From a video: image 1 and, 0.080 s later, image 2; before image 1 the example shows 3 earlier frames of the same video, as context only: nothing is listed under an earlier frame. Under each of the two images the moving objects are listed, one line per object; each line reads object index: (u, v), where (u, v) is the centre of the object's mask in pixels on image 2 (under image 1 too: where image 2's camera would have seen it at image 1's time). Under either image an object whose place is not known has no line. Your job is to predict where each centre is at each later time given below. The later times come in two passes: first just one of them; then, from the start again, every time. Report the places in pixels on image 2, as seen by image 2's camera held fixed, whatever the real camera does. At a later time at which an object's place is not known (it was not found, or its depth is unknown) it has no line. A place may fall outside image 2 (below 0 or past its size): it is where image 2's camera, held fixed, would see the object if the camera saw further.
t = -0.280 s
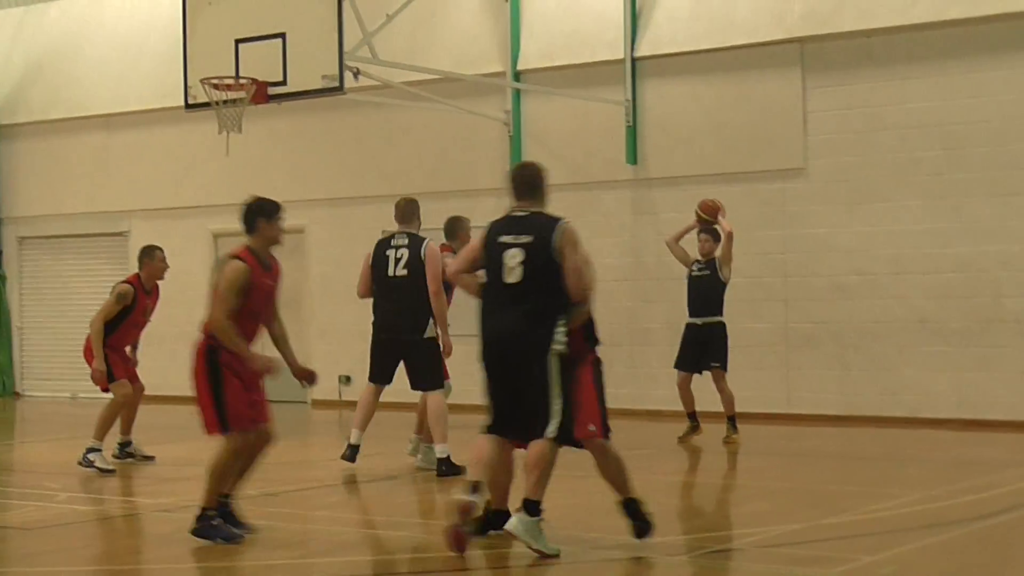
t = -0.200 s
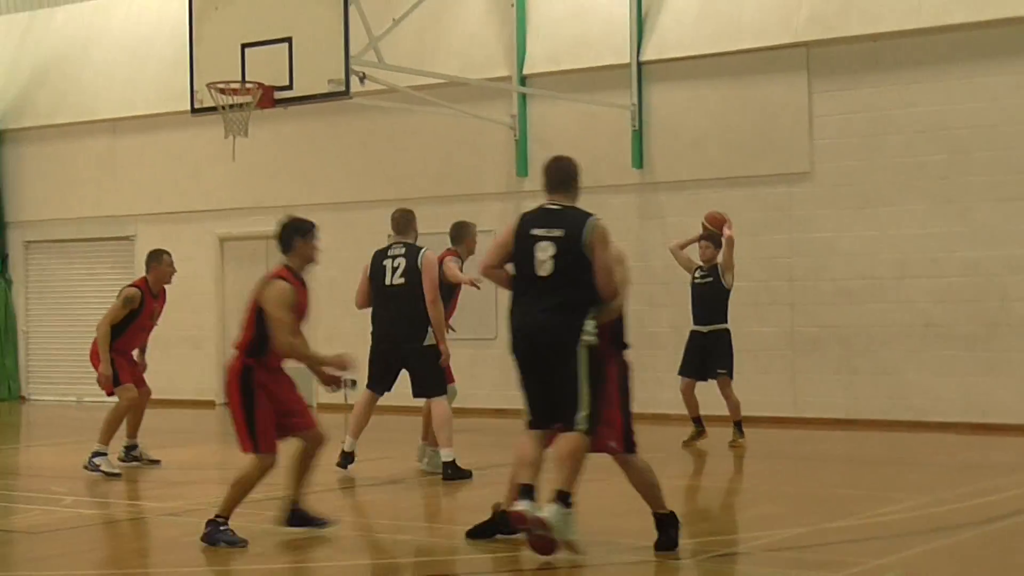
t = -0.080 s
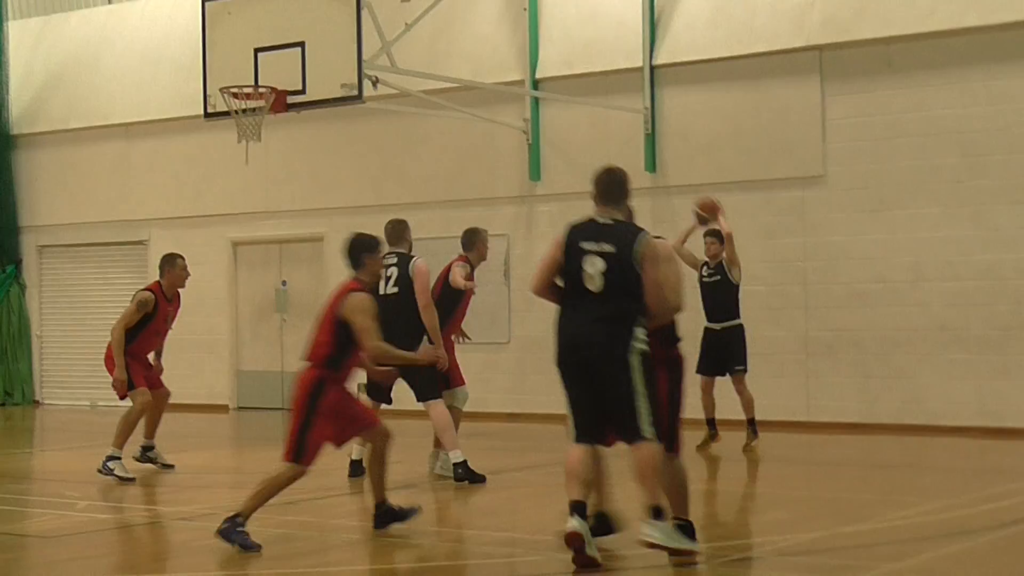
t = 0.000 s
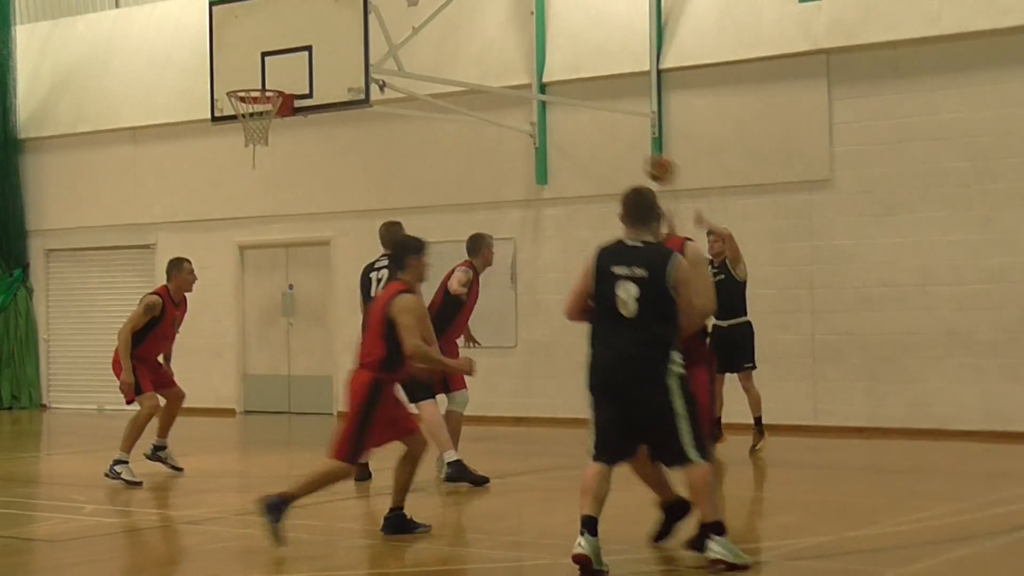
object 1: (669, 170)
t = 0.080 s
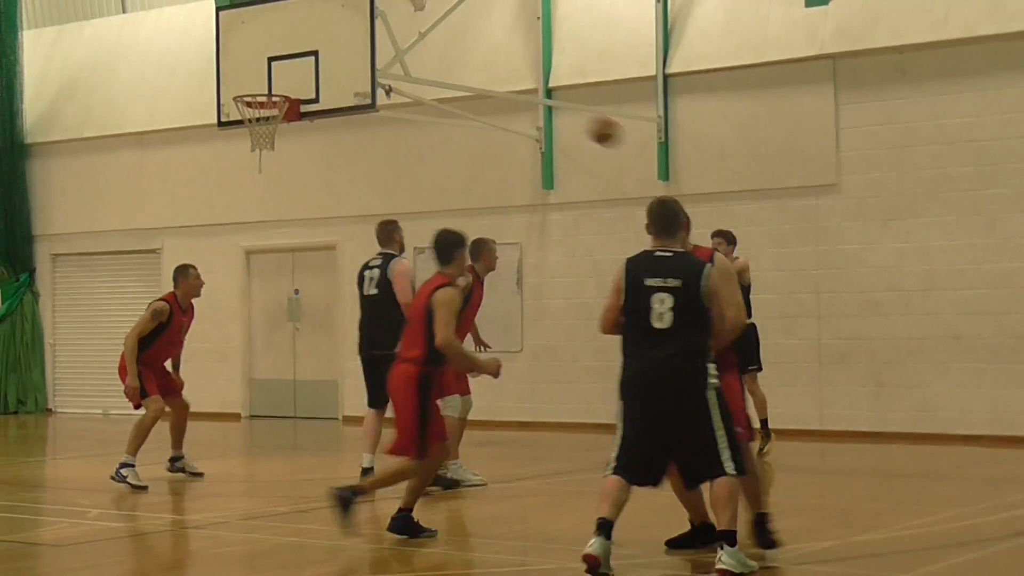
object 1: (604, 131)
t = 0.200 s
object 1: (503, 75)
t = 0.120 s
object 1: (570, 112)
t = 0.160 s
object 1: (538, 93)
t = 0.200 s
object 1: (503, 75)
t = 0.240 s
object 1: (470, 61)
